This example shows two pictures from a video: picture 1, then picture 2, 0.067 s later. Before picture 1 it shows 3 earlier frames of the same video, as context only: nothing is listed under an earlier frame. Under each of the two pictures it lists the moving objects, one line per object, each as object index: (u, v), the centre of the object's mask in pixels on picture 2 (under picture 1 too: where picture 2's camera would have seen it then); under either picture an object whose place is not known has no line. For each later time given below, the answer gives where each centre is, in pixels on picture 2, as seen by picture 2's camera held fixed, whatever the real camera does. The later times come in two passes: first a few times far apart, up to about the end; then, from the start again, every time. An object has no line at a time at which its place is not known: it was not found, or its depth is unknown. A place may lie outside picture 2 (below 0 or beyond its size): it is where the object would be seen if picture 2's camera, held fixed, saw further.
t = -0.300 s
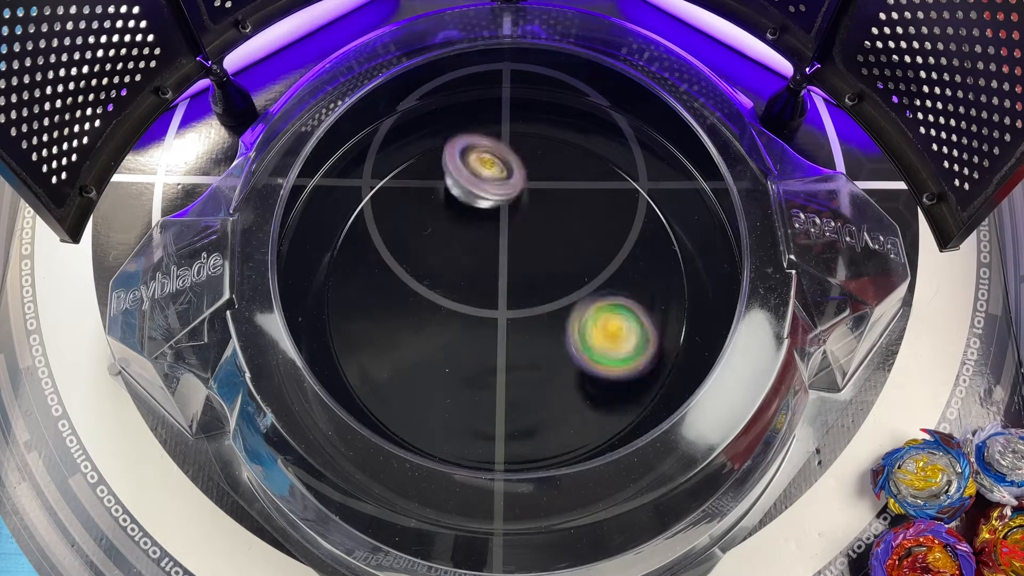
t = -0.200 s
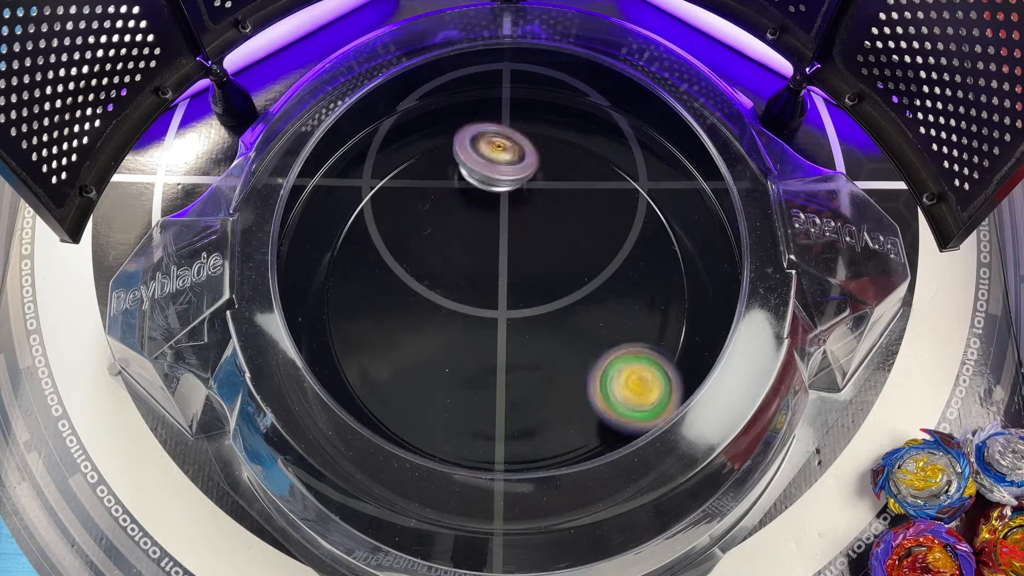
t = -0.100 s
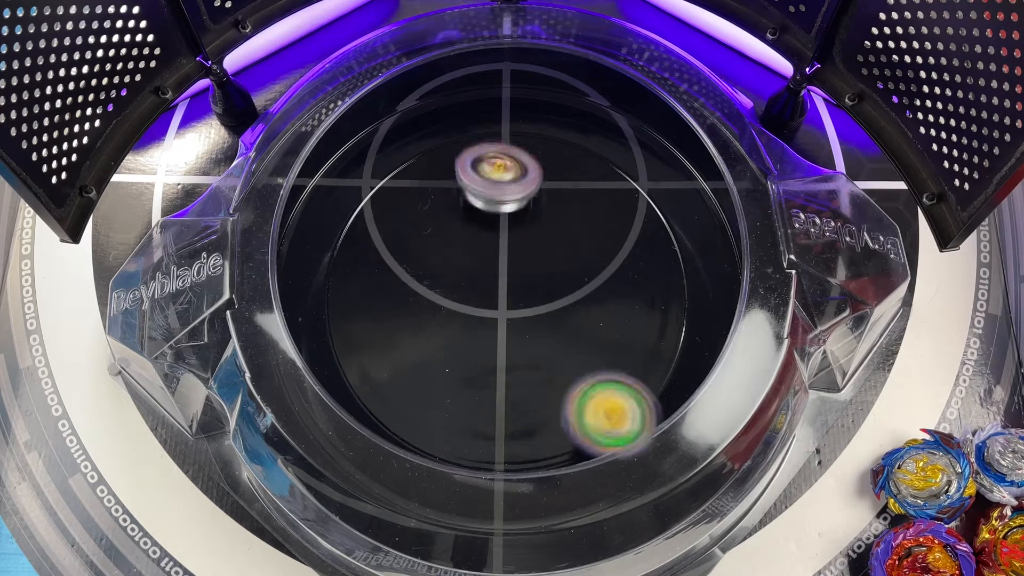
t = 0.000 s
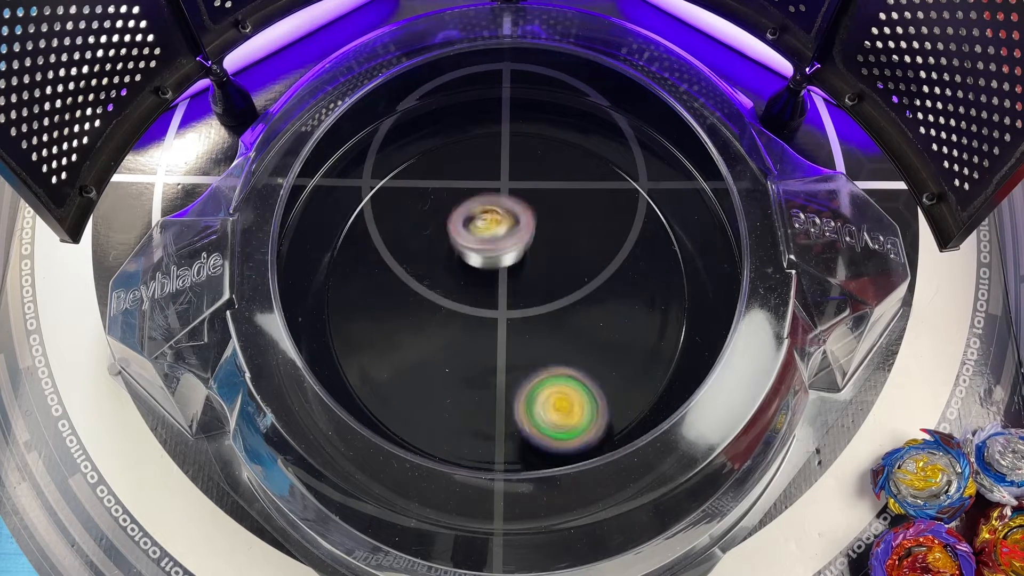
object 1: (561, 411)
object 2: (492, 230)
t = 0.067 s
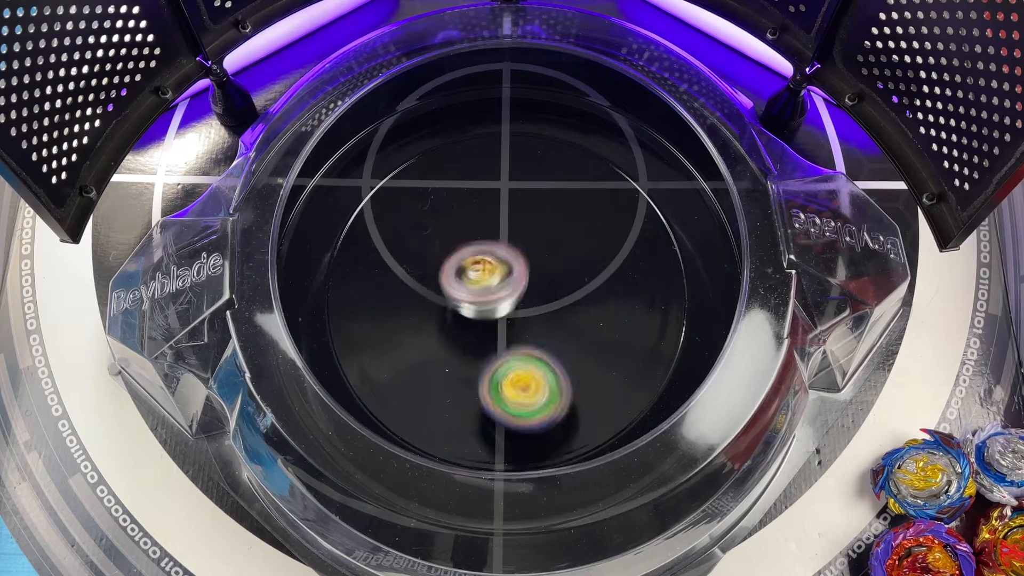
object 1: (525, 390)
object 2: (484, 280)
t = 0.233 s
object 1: (497, 378)
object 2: (438, 294)
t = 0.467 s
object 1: (508, 319)
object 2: (435, 259)
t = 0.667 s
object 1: (531, 296)
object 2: (458, 228)
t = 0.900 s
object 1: (541, 292)
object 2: (454, 267)
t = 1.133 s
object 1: (545, 287)
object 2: (442, 320)
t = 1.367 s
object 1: (536, 293)
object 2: (437, 294)
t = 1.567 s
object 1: (550, 288)
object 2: (463, 262)
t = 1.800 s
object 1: (553, 304)
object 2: (492, 231)
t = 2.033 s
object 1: (548, 322)
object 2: (520, 237)
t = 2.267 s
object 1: (532, 347)
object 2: (532, 236)
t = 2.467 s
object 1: (509, 376)
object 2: (532, 241)
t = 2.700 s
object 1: (493, 380)
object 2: (517, 272)
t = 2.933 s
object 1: (490, 367)
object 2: (504, 283)
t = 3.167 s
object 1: (490, 350)
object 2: (501, 264)
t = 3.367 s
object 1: (493, 338)
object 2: (497, 214)
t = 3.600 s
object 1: (499, 328)
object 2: (498, 223)
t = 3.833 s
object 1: (496, 342)
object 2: (516, 250)
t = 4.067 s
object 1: (492, 343)
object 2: (542, 264)
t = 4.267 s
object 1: (483, 336)
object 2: (544, 269)
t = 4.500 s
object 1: (468, 333)
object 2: (535, 267)
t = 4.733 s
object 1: (466, 324)
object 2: (524, 260)
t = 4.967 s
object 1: (465, 313)
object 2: (536, 242)
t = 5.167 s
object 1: (464, 306)
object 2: (538, 247)
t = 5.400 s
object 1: (455, 308)
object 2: (544, 279)
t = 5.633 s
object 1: (459, 300)
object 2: (549, 315)
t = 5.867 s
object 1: (446, 256)
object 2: (550, 336)
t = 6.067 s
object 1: (471, 230)
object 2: (534, 313)
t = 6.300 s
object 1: (489, 225)
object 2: (507, 313)
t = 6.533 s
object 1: (503, 237)
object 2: (515, 319)
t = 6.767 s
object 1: (508, 244)
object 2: (514, 327)
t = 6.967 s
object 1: (514, 239)
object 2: (502, 319)
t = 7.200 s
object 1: (527, 248)
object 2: (484, 319)
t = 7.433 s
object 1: (532, 255)
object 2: (489, 323)
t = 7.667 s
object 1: (533, 250)
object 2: (491, 325)
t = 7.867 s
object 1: (536, 243)
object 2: (493, 323)
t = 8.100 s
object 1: (531, 252)
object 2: (495, 324)
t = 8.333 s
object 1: (524, 263)
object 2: (490, 339)
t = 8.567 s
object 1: (534, 255)
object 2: (478, 320)
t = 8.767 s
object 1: (557, 262)
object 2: (478, 299)
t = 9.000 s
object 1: (547, 283)
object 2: (464, 295)
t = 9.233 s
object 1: (544, 284)
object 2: (461, 295)
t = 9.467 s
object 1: (544, 284)
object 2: (461, 295)
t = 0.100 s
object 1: (508, 377)
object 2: (480, 301)
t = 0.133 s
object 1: (503, 381)
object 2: (468, 302)
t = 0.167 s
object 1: (500, 383)
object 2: (456, 300)
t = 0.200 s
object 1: (498, 381)
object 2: (446, 297)
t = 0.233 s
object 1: (497, 378)
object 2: (438, 294)
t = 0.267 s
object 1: (496, 373)
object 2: (432, 291)
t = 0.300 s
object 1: (497, 365)
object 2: (429, 287)
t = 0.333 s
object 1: (497, 356)
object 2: (428, 283)
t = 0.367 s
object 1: (497, 346)
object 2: (429, 279)
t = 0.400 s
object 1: (498, 334)
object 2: (433, 276)
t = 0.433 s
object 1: (501, 325)
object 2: (435, 269)
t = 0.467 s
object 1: (508, 319)
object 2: (435, 259)
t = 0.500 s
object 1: (512, 312)
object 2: (437, 251)
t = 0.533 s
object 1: (514, 305)
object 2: (442, 244)
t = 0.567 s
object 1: (516, 300)
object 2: (448, 240)
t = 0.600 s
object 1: (517, 295)
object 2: (455, 237)
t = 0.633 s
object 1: (521, 294)
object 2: (460, 234)
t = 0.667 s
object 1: (531, 296)
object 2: (458, 228)
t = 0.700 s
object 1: (538, 297)
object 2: (456, 225)
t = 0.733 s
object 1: (542, 297)
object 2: (455, 226)
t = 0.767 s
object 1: (542, 296)
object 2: (454, 230)
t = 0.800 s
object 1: (541, 295)
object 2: (455, 237)
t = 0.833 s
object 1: (539, 293)
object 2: (457, 246)
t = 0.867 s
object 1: (536, 292)
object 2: (460, 258)
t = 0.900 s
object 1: (541, 292)
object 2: (454, 267)
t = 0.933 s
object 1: (544, 290)
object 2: (450, 278)
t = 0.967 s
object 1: (544, 290)
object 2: (447, 288)
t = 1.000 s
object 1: (541, 290)
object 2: (446, 297)
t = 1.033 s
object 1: (539, 289)
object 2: (447, 305)
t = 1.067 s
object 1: (537, 288)
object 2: (450, 312)
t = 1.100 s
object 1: (537, 288)
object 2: (450, 317)
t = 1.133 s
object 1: (545, 287)
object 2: (442, 320)
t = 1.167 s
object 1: (550, 286)
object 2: (435, 320)
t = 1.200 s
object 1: (551, 286)
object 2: (430, 319)
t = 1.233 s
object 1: (549, 287)
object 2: (426, 316)
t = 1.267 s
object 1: (546, 288)
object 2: (426, 312)
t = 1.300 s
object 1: (543, 290)
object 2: (428, 307)
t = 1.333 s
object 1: (540, 292)
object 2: (431, 300)
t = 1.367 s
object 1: (536, 293)
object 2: (437, 294)
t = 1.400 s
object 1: (536, 293)
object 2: (444, 287)
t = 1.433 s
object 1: (542, 290)
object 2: (445, 282)
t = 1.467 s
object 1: (546, 288)
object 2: (448, 277)
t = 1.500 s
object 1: (546, 286)
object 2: (453, 273)
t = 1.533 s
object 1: (547, 286)
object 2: (459, 268)
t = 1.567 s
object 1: (550, 288)
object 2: (463, 262)
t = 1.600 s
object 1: (550, 290)
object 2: (468, 257)
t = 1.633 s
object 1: (552, 292)
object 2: (472, 251)
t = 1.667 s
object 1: (552, 293)
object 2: (476, 246)
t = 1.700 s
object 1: (553, 296)
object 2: (480, 242)
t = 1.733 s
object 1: (555, 300)
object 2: (483, 236)
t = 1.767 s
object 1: (554, 302)
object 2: (487, 233)
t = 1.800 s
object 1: (553, 304)
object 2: (492, 231)
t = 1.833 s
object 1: (552, 305)
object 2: (498, 231)
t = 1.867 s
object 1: (550, 306)
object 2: (503, 233)
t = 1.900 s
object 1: (550, 310)
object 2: (507, 233)
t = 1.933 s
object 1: (550, 313)
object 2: (511, 233)
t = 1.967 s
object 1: (549, 314)
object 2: (514, 235)
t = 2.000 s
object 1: (549, 318)
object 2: (517, 237)
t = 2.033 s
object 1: (548, 322)
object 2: (520, 237)
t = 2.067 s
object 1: (546, 323)
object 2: (522, 240)
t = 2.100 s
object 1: (545, 326)
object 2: (524, 243)
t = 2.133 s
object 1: (543, 337)
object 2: (526, 237)
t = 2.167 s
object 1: (541, 345)
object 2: (527, 233)
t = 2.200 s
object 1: (538, 348)
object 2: (529, 231)
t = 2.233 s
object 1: (535, 349)
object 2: (530, 233)
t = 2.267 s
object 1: (532, 347)
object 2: (532, 236)
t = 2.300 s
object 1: (529, 345)
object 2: (533, 243)
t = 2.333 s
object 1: (526, 343)
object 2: (534, 252)
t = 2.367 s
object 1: (523, 346)
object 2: (534, 256)
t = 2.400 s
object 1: (518, 360)
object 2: (534, 248)
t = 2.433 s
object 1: (513, 370)
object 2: (533, 243)
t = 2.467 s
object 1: (509, 376)
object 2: (532, 241)
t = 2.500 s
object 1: (506, 377)
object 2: (529, 243)
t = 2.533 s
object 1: (504, 377)
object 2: (527, 248)
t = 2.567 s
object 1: (502, 374)
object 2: (524, 256)
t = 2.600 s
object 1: (501, 371)
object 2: (521, 265)
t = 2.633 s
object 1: (499, 366)
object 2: (518, 277)
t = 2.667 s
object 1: (497, 370)
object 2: (516, 279)
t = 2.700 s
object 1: (493, 380)
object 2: (517, 272)
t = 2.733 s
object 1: (491, 385)
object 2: (516, 267)
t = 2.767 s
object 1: (491, 384)
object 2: (516, 265)
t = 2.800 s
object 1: (490, 383)
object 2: (514, 265)
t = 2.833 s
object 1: (489, 379)
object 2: (511, 268)
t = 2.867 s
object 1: (489, 375)
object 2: (509, 273)
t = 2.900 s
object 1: (489, 369)
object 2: (506, 279)
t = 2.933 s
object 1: (490, 367)
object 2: (504, 283)
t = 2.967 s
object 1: (489, 371)
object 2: (505, 278)
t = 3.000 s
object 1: (490, 371)
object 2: (504, 271)
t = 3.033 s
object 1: (490, 369)
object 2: (504, 268)
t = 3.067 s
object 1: (490, 365)
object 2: (503, 266)
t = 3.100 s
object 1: (490, 361)
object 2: (502, 265)
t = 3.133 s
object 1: (490, 355)
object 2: (502, 266)
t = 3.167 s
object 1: (490, 350)
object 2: (501, 264)
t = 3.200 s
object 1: (491, 356)
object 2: (502, 249)
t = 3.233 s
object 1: (492, 357)
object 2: (502, 235)
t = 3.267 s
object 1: (493, 356)
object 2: (502, 225)
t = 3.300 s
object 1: (493, 351)
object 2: (501, 218)
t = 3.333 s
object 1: (493, 345)
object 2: (499, 215)
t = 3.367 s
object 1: (493, 338)
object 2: (497, 214)
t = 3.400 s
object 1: (493, 331)
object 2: (496, 216)
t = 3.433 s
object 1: (493, 323)
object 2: (495, 220)
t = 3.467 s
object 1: (493, 316)
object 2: (495, 225)
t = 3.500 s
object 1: (494, 317)
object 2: (494, 225)
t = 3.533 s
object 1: (495, 324)
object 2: (495, 220)
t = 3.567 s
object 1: (497, 327)
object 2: (497, 220)
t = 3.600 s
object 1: (499, 328)
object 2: (498, 223)
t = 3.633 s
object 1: (499, 326)
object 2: (500, 228)
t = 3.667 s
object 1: (497, 325)
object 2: (502, 234)
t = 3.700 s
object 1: (497, 327)
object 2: (504, 240)
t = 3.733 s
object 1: (496, 332)
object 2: (507, 243)
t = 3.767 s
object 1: (497, 333)
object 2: (509, 248)
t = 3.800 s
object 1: (497, 339)
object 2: (513, 248)
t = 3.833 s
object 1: (496, 342)
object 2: (516, 250)
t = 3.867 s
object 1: (497, 341)
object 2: (520, 254)
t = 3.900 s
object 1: (496, 340)
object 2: (523, 258)
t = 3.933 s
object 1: (495, 341)
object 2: (528, 260)
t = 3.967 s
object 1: (495, 342)
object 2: (533, 260)
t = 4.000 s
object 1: (495, 341)
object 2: (534, 263)
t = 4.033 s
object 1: (492, 342)
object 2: (539, 264)
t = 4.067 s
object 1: (492, 343)
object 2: (542, 264)
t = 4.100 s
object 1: (493, 342)
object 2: (543, 265)
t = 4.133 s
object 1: (493, 340)
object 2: (542, 268)
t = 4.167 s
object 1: (490, 340)
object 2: (543, 267)
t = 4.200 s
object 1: (489, 339)
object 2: (543, 267)
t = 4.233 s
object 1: (485, 338)
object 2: (544, 267)
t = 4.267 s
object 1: (483, 336)
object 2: (544, 269)
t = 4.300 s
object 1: (480, 335)
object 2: (543, 271)
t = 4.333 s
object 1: (478, 333)
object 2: (542, 272)
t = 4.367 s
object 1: (474, 332)
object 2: (542, 273)
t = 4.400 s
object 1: (472, 332)
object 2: (540, 273)
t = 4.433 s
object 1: (470, 332)
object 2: (539, 272)
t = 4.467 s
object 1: (469, 334)
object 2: (538, 270)
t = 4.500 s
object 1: (468, 333)
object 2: (535, 267)
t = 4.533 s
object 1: (466, 332)
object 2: (533, 266)
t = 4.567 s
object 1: (467, 329)
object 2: (529, 266)
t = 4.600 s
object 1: (465, 329)
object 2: (529, 263)
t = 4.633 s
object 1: (464, 330)
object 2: (528, 259)
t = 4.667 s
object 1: (464, 328)
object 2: (527, 259)
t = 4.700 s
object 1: (464, 326)
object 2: (525, 258)
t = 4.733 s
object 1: (466, 324)
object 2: (524, 260)
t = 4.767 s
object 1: (466, 322)
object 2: (524, 259)
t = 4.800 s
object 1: (466, 319)
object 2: (527, 258)
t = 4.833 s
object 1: (465, 318)
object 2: (529, 254)
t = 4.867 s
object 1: (466, 316)
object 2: (531, 252)
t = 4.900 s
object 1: (467, 314)
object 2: (531, 250)
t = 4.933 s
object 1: (466, 314)
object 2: (533, 247)
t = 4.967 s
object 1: (465, 313)
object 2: (536, 242)
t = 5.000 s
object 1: (465, 312)
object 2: (539, 239)
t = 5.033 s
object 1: (466, 310)
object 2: (539, 238)
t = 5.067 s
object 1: (466, 308)
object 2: (539, 240)
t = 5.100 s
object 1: (468, 306)
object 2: (537, 243)
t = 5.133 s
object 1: (466, 305)
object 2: (536, 246)
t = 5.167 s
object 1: (464, 306)
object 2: (538, 247)
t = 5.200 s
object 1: (463, 307)
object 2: (539, 250)
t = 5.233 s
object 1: (464, 306)
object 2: (537, 254)
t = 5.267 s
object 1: (461, 308)
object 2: (539, 257)
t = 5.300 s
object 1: (457, 308)
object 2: (541, 261)
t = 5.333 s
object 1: (457, 308)
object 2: (541, 267)
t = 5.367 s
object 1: (457, 307)
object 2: (540, 274)
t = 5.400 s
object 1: (455, 308)
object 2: (544, 279)
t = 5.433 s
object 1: (455, 309)
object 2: (546, 285)
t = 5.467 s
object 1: (456, 307)
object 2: (546, 291)
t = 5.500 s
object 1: (457, 306)
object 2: (547, 297)
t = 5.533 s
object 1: (458, 304)
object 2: (547, 303)
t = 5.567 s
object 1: (457, 303)
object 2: (551, 308)
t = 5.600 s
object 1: (458, 301)
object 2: (551, 312)
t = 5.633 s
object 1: (459, 300)
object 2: (549, 315)
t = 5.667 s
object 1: (458, 297)
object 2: (548, 318)
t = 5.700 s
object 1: (460, 294)
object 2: (545, 321)
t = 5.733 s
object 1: (459, 290)
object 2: (542, 323)
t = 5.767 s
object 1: (461, 286)
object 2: (539, 326)
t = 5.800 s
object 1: (461, 281)
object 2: (537, 328)
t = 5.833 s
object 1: (451, 268)
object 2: (543, 333)
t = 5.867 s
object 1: (446, 256)
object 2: (550, 336)
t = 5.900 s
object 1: (446, 247)
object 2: (551, 337)
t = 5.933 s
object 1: (447, 239)
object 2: (552, 335)
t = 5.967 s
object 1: (452, 233)
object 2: (550, 331)
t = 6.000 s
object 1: (458, 230)
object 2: (547, 326)
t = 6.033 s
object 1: (464, 229)
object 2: (541, 320)
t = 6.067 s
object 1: (471, 230)
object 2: (534, 313)
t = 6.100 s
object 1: (478, 232)
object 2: (527, 305)
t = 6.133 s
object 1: (481, 229)
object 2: (520, 306)
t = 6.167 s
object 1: (482, 227)
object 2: (516, 308)
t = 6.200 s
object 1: (483, 223)
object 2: (513, 313)
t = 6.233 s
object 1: (485, 221)
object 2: (509, 314)
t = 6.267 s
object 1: (487, 223)
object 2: (507, 314)
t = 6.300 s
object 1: (489, 225)
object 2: (507, 313)
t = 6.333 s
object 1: (492, 228)
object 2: (508, 310)
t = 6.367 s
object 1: (495, 229)
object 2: (510, 312)
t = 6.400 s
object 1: (497, 227)
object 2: (512, 317)
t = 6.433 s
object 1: (498, 226)
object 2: (514, 321)
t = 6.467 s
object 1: (499, 226)
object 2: (514, 322)
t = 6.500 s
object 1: (500, 230)
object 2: (515, 320)
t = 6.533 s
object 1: (503, 237)
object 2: (515, 319)
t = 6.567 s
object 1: (504, 239)
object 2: (514, 323)
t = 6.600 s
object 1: (505, 241)
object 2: (514, 327)
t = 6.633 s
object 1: (505, 242)
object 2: (514, 330)
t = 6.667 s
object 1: (507, 242)
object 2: (515, 331)
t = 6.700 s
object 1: (507, 243)
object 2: (515, 331)
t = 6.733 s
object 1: (508, 245)
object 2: (514, 329)
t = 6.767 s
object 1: (508, 244)
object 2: (514, 327)
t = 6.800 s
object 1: (508, 244)
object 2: (513, 325)
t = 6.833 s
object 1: (507, 239)
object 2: (511, 328)
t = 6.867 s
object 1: (510, 236)
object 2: (508, 328)
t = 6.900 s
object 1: (511, 235)
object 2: (505, 326)
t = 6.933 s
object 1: (513, 237)
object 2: (504, 322)
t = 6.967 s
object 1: (514, 239)
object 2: (502, 319)
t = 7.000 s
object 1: (518, 241)
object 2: (495, 320)
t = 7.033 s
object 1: (521, 240)
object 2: (490, 320)
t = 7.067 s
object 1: (521, 241)
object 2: (488, 320)
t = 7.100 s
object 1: (522, 243)
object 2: (486, 319)
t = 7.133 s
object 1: (524, 245)
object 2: (485, 318)
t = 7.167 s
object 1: (526, 246)
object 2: (484, 319)
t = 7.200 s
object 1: (527, 248)
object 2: (484, 319)
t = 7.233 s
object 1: (529, 244)
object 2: (479, 325)
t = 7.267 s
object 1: (531, 244)
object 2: (476, 326)
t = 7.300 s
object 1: (532, 245)
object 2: (477, 327)
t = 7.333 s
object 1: (532, 246)
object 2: (479, 328)
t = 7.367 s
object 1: (531, 249)
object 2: (482, 327)
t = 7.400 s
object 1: (531, 253)
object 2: (485, 326)
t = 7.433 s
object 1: (532, 255)
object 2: (489, 323)
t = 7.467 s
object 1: (534, 258)
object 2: (490, 323)
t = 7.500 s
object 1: (535, 256)
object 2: (489, 329)
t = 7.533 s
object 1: (534, 254)
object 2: (486, 333)
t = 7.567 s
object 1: (534, 253)
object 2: (485, 332)
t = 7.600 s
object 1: (533, 253)
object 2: (488, 329)
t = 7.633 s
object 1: (532, 253)
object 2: (490, 326)
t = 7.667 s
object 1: (533, 250)
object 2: (491, 325)
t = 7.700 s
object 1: (535, 245)
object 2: (489, 325)
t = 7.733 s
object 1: (537, 245)
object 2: (490, 324)
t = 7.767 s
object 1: (538, 246)
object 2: (491, 323)
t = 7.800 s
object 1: (537, 247)
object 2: (493, 321)
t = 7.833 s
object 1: (538, 244)
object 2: (493, 323)
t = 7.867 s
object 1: (536, 243)
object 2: (493, 323)
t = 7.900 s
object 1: (535, 245)
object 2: (493, 322)
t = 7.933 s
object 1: (535, 248)
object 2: (495, 320)
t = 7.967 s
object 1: (535, 251)
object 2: (496, 320)
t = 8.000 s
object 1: (536, 251)
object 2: (496, 321)
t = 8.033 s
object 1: (535, 251)
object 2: (496, 323)
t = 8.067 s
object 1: (533, 253)
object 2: (495, 324)
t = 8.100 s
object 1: (531, 252)
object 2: (495, 324)
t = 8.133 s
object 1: (529, 251)
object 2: (493, 328)
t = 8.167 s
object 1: (528, 253)
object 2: (493, 330)
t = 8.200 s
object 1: (529, 255)
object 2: (494, 331)
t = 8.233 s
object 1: (530, 258)
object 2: (493, 336)
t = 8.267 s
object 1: (529, 259)
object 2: (491, 338)
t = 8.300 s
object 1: (526, 262)
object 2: (491, 339)
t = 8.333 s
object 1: (524, 263)
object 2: (490, 339)
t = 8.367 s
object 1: (524, 263)
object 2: (489, 338)
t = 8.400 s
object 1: (524, 264)
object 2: (489, 336)
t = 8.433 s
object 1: (524, 265)
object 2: (489, 333)
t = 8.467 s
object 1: (525, 263)
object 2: (486, 330)
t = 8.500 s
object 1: (526, 260)
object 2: (482, 327)
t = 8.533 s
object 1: (529, 258)
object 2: (479, 324)
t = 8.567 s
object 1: (534, 255)
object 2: (478, 320)
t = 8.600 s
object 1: (536, 255)
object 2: (480, 315)
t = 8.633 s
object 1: (541, 255)
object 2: (480, 310)
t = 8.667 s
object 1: (546, 254)
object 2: (478, 307)
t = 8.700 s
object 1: (549, 256)
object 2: (480, 304)
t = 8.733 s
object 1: (552, 259)
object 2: (481, 302)
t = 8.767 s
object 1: (557, 262)
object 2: (478, 299)
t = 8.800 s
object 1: (558, 266)
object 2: (475, 298)
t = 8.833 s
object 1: (557, 271)
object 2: (474, 298)
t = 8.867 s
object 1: (556, 274)
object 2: (472, 299)
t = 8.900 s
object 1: (555, 276)
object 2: (469, 298)
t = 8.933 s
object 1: (552, 277)
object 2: (467, 298)
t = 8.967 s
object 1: (549, 279)
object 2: (465, 297)
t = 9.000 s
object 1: (547, 283)
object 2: (464, 295)
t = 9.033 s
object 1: (546, 284)
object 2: (464, 294)
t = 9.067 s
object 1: (545, 285)
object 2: (463, 292)
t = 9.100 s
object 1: (544, 284)
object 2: (463, 291)
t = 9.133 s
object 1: (544, 283)
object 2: (462, 291)
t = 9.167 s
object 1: (544, 283)
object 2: (461, 292)
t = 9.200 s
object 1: (544, 283)
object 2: (461, 294)
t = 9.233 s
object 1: (544, 284)
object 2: (461, 295)
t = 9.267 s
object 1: (544, 284)
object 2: (461, 296)
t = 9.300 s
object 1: (544, 284)
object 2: (461, 297)
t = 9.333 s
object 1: (544, 284)
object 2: (461, 297)
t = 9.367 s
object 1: (544, 284)
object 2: (461, 297)
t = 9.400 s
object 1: (544, 284)
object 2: (461, 297)
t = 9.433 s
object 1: (544, 284)
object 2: (461, 296)
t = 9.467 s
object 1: (544, 284)
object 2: (461, 295)
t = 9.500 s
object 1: (544, 284)
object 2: (461, 295)
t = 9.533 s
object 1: (544, 283)
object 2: (461, 294)
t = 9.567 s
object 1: (543, 283)
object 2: (461, 294)
